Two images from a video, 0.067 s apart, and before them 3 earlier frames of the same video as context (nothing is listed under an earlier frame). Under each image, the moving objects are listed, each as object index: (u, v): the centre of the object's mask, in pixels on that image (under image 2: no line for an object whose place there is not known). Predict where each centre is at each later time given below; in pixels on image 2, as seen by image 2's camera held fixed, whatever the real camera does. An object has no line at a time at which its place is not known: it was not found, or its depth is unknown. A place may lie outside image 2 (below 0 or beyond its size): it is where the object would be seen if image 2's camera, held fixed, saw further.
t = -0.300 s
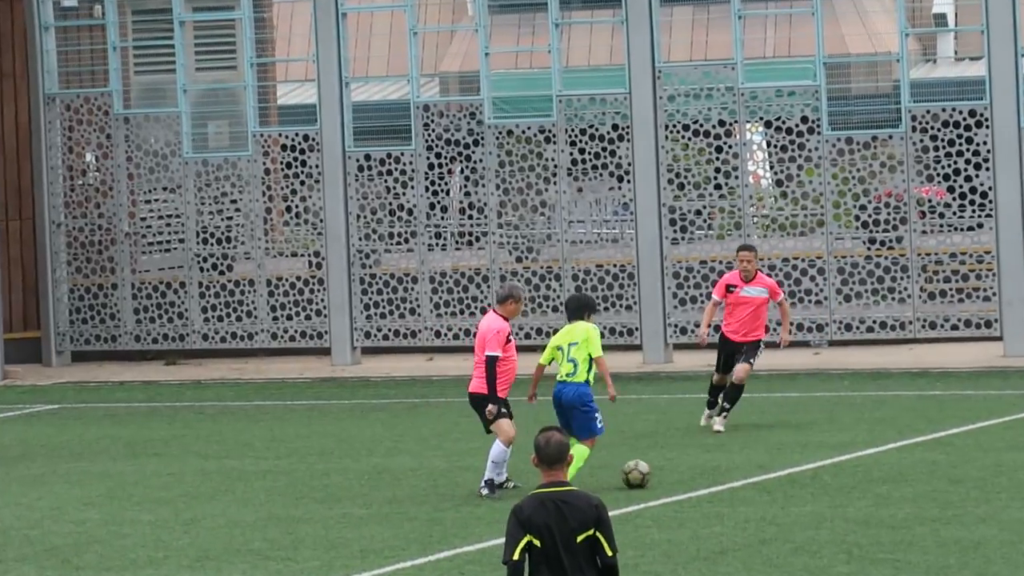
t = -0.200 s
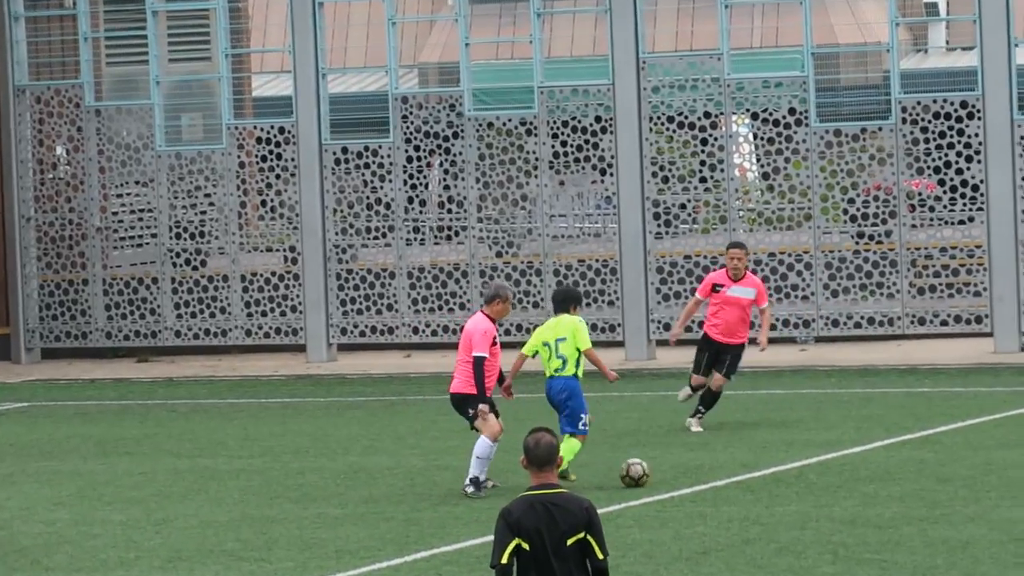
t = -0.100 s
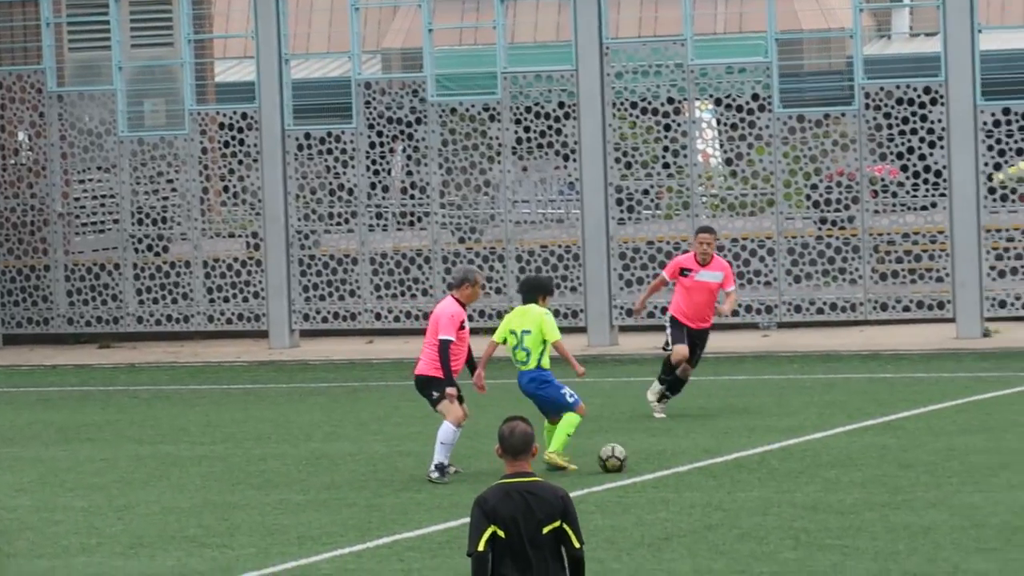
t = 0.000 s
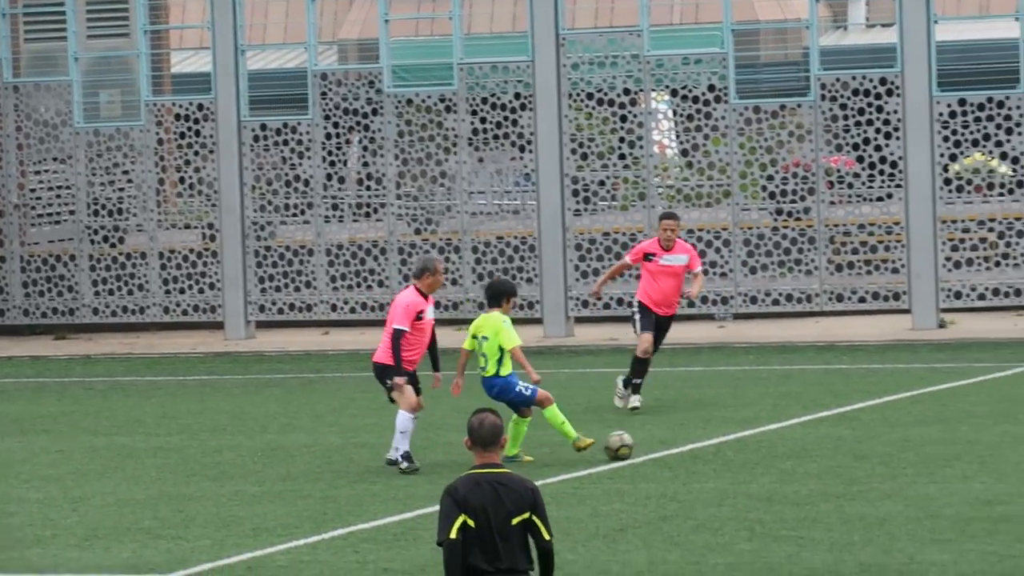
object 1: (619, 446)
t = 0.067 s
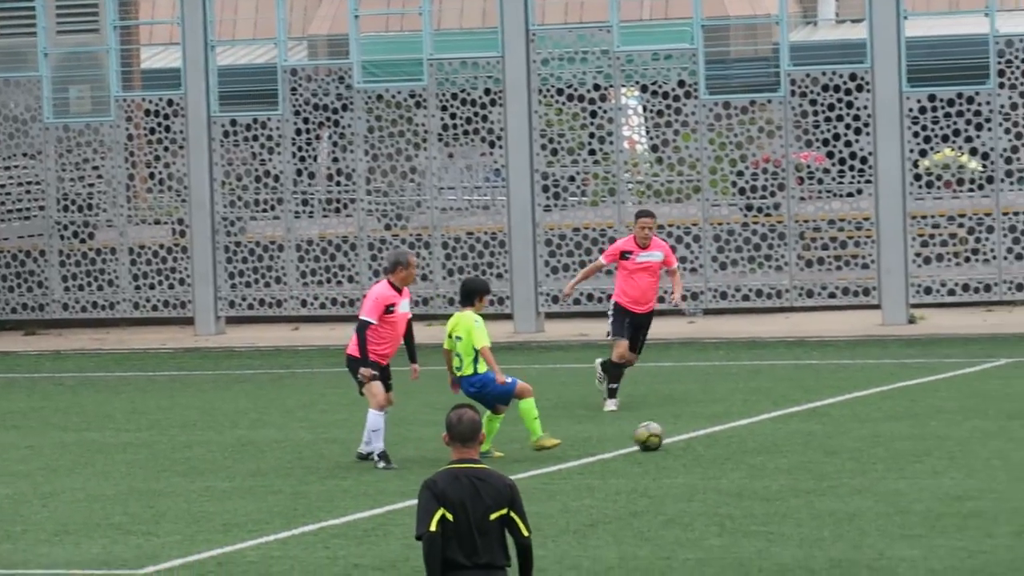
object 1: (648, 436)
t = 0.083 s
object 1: (666, 437)
